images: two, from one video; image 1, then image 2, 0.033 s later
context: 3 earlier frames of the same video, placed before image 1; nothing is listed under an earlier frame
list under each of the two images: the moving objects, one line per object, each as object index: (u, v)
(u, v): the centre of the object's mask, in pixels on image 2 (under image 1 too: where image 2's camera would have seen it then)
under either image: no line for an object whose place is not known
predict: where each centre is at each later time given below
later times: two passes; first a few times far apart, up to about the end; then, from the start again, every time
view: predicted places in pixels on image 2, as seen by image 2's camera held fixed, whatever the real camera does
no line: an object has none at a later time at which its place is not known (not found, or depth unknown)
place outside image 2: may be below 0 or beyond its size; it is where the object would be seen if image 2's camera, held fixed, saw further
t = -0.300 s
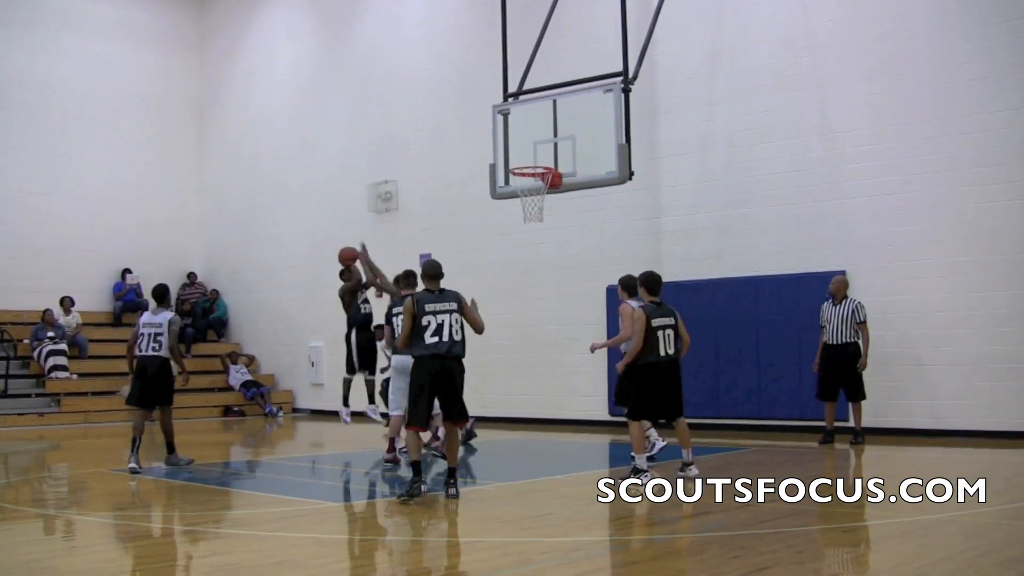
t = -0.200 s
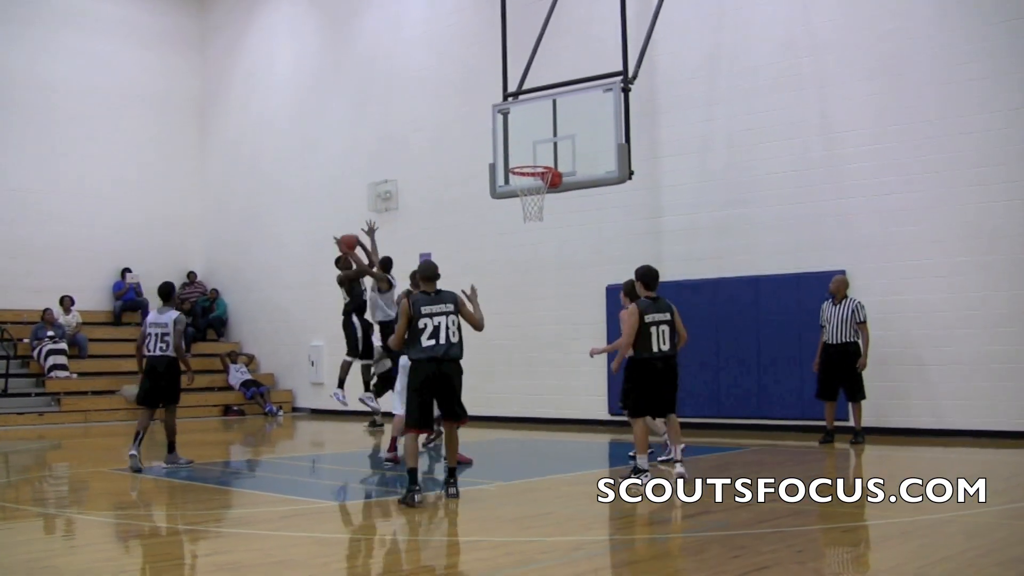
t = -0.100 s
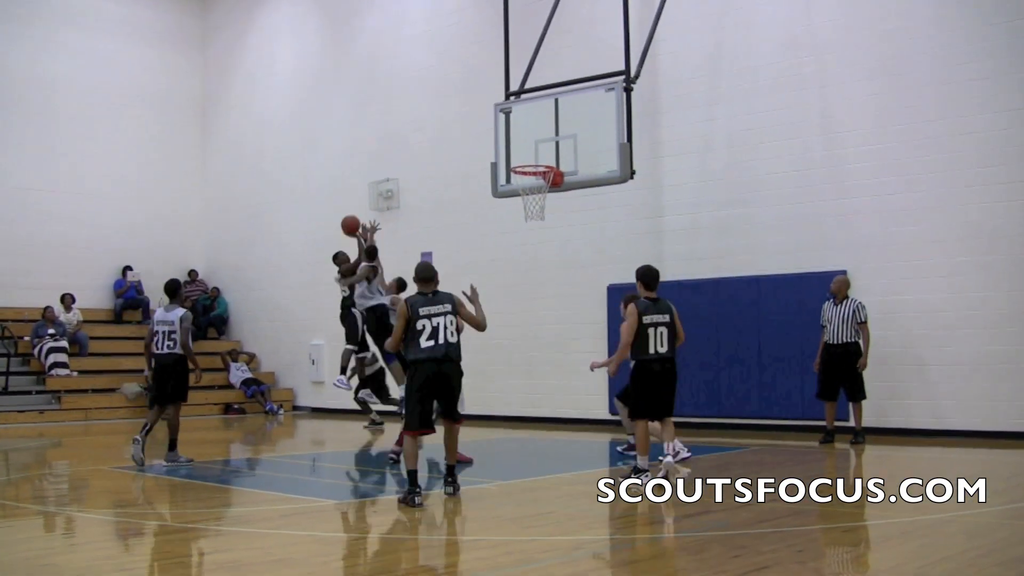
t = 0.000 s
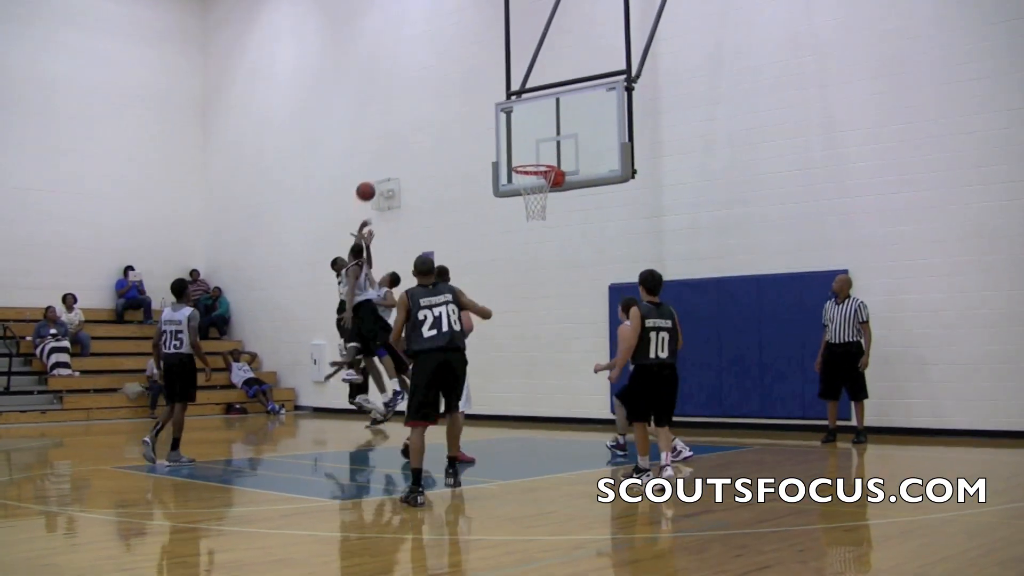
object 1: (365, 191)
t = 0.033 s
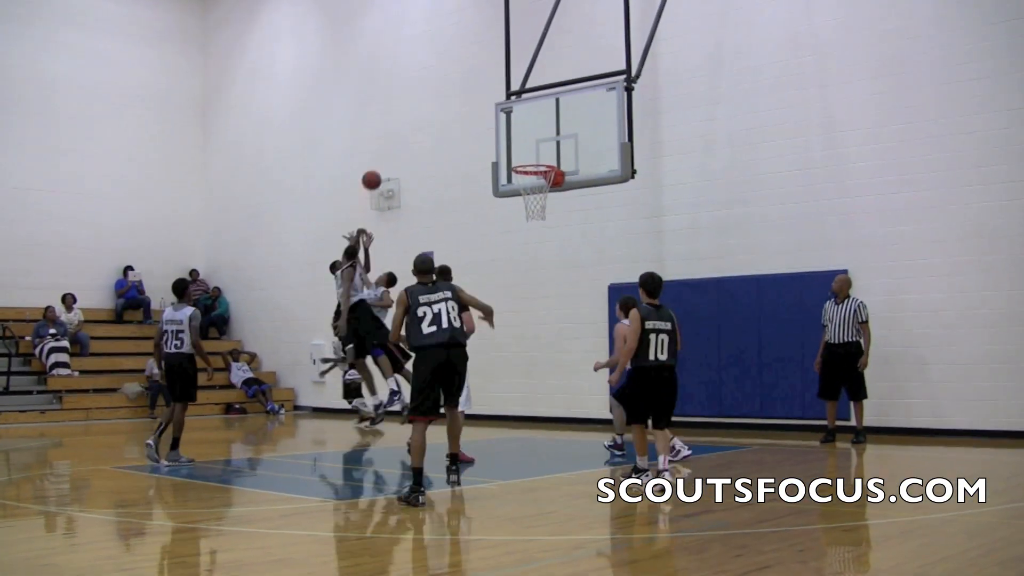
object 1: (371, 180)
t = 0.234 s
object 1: (410, 130)
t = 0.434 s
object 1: (449, 110)
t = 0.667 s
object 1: (500, 128)
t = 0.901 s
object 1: (549, 188)
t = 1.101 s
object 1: (554, 237)
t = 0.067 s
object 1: (378, 170)
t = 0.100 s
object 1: (384, 160)
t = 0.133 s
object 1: (390, 151)
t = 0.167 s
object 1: (396, 143)
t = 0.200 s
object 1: (403, 136)
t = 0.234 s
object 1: (410, 130)
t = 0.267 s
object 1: (416, 124)
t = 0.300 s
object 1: (422, 120)
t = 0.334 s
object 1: (429, 116)
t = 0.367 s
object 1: (436, 113)
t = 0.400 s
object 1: (443, 111)
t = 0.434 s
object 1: (449, 110)
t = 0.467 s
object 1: (456, 110)
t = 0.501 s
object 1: (462, 110)
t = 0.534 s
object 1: (469, 112)
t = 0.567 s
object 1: (477, 114)
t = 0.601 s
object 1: (485, 118)
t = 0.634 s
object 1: (492, 122)
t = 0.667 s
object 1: (500, 128)
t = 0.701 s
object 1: (508, 134)
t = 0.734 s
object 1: (515, 142)
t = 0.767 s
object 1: (523, 150)
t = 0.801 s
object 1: (531, 159)
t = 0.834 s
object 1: (538, 171)
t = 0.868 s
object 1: (545, 182)
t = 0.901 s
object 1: (549, 188)
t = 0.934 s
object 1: (550, 197)
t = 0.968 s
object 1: (550, 203)
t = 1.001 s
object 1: (551, 209)
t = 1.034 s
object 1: (552, 217)
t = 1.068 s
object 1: (553, 227)
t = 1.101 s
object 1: (554, 237)
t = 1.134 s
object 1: (555, 248)
